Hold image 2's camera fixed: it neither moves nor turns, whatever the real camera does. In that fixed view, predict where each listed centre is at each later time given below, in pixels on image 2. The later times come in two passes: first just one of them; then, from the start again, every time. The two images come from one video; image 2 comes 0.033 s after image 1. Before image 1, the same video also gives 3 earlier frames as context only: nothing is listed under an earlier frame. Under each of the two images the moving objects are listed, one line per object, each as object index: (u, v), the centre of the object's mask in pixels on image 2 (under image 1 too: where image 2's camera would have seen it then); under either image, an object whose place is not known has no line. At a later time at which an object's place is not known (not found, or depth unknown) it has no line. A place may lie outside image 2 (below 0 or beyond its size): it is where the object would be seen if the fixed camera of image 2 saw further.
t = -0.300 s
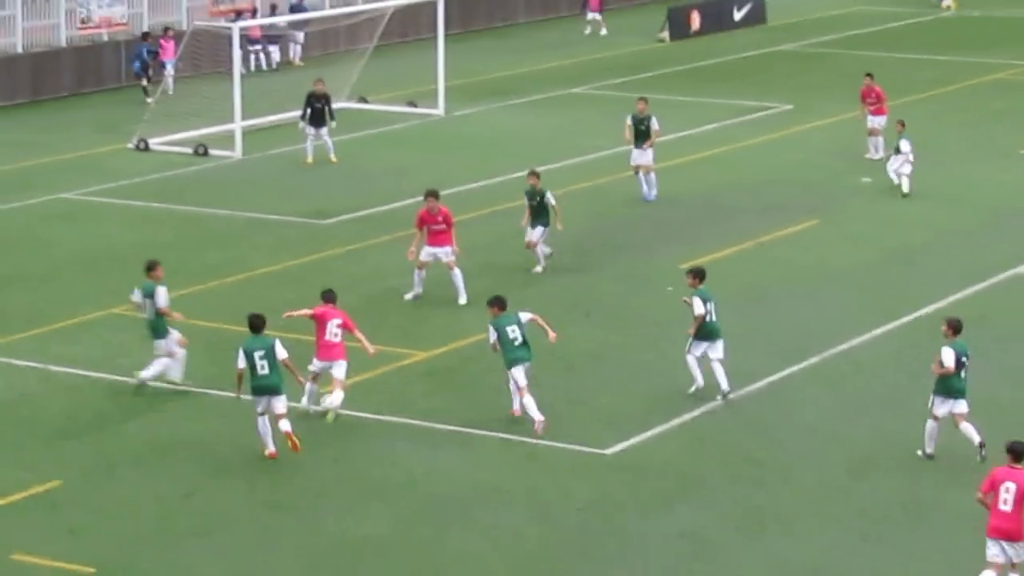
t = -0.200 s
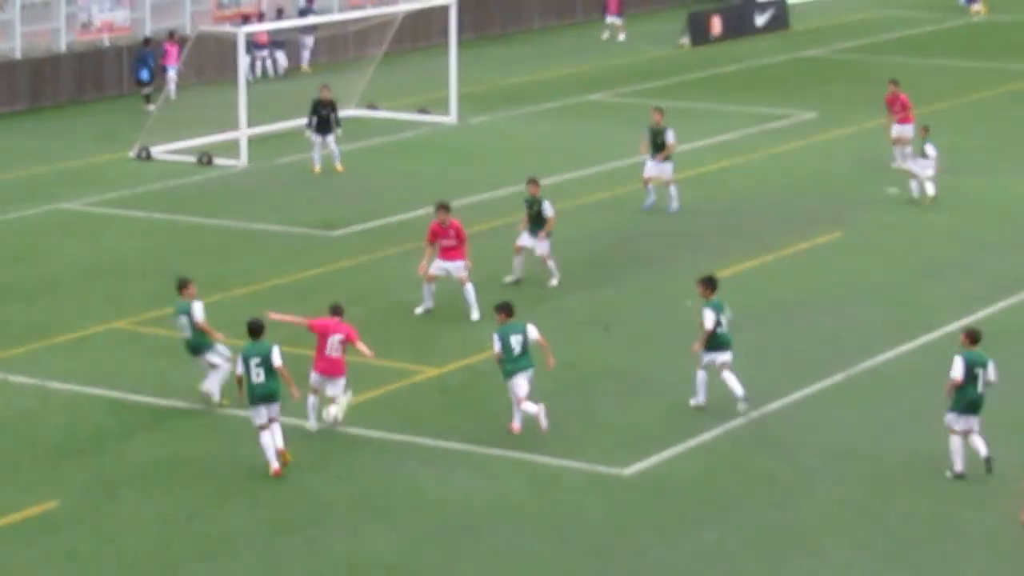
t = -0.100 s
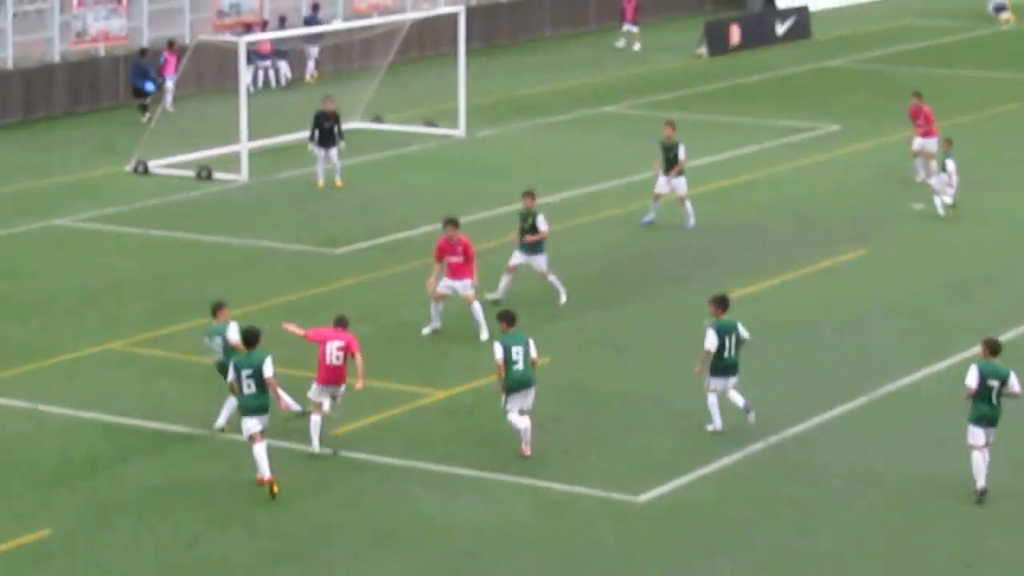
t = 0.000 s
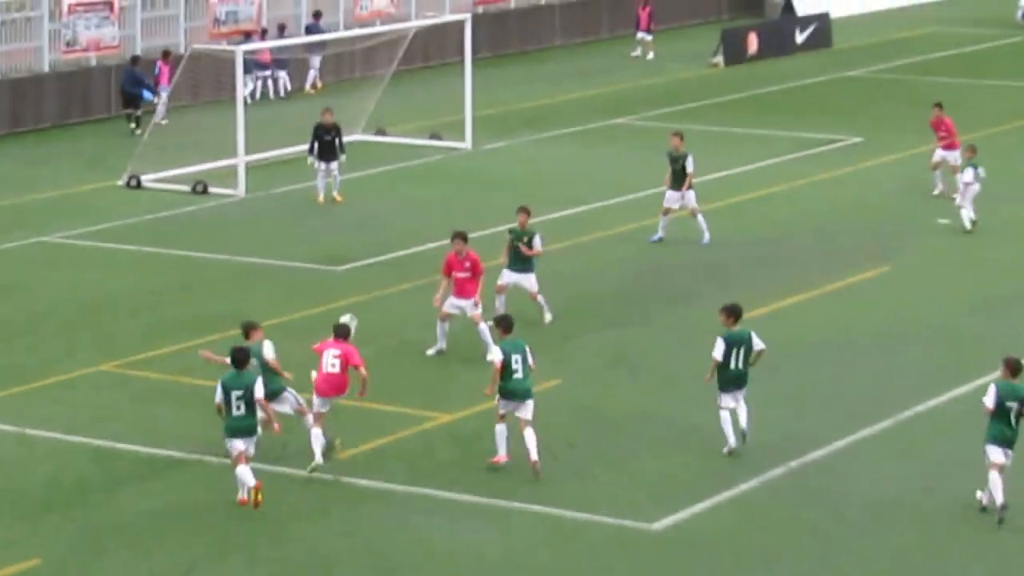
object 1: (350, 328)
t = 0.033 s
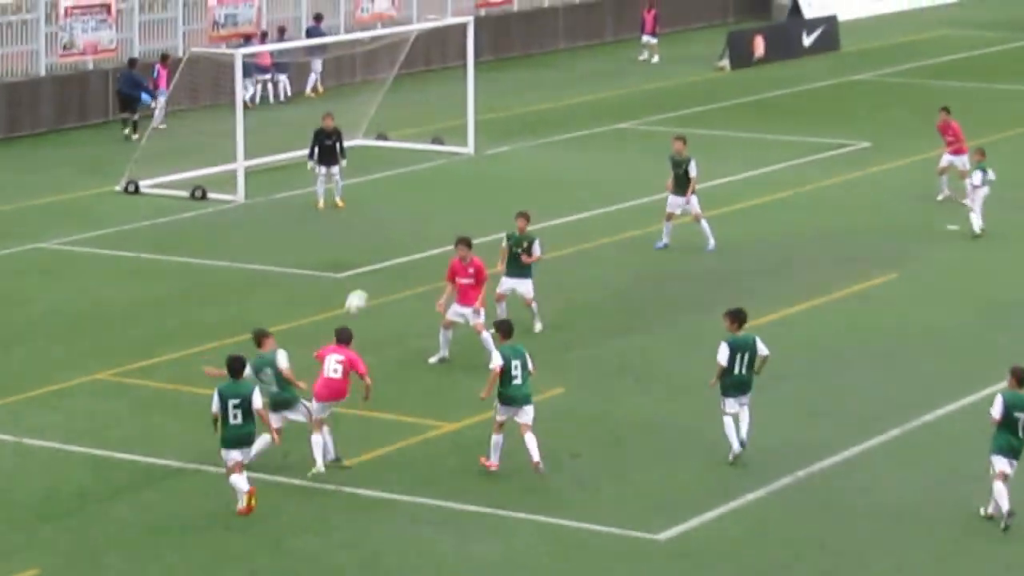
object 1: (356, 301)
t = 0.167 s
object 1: (394, 186)
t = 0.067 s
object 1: (365, 271)
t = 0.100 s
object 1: (375, 242)
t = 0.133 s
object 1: (385, 214)
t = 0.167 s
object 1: (394, 186)
